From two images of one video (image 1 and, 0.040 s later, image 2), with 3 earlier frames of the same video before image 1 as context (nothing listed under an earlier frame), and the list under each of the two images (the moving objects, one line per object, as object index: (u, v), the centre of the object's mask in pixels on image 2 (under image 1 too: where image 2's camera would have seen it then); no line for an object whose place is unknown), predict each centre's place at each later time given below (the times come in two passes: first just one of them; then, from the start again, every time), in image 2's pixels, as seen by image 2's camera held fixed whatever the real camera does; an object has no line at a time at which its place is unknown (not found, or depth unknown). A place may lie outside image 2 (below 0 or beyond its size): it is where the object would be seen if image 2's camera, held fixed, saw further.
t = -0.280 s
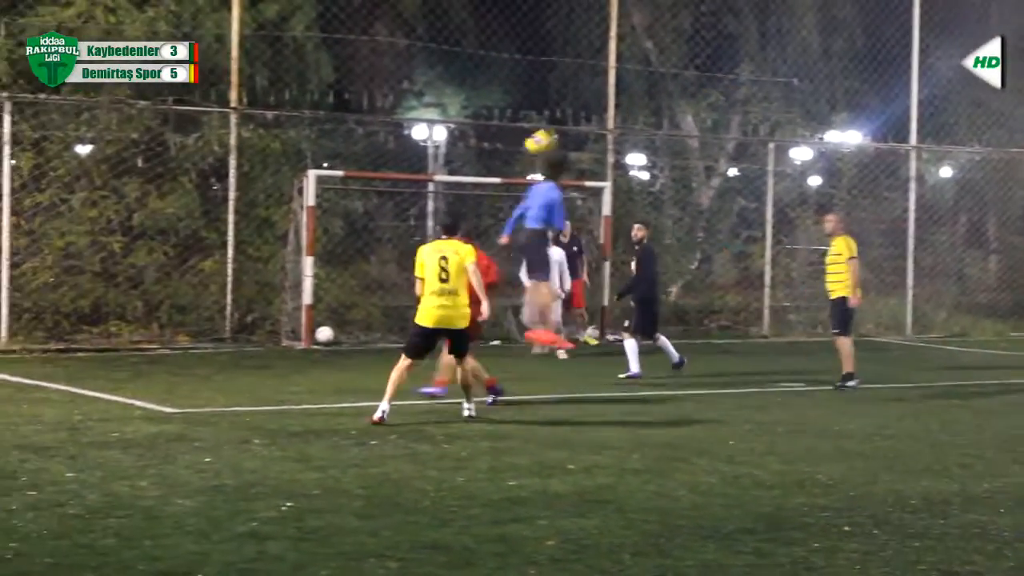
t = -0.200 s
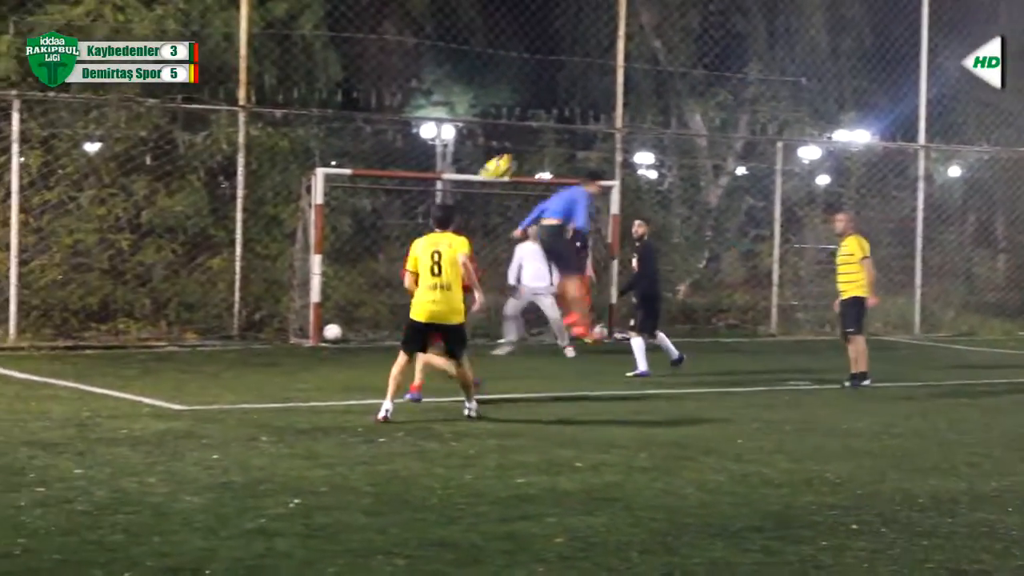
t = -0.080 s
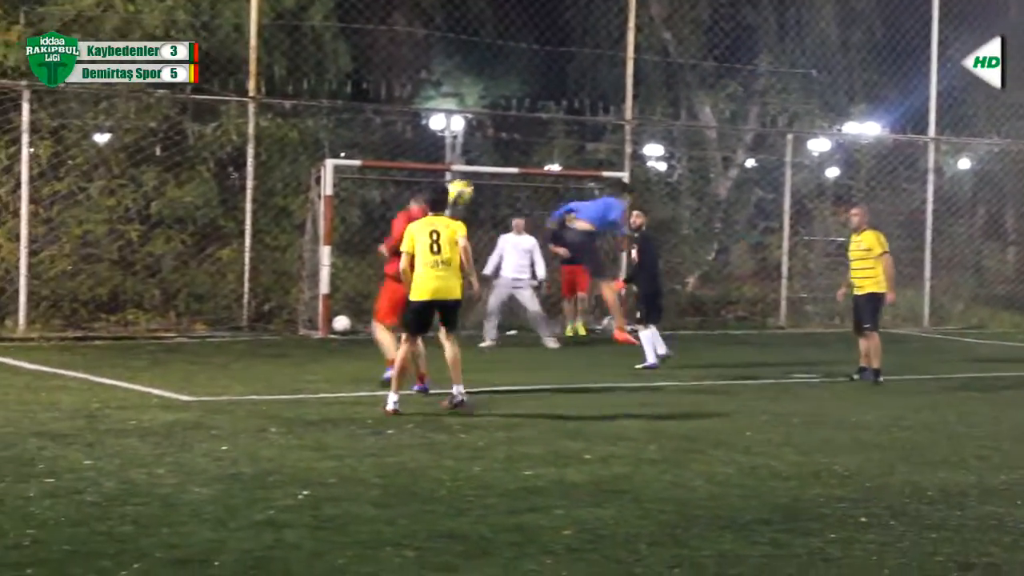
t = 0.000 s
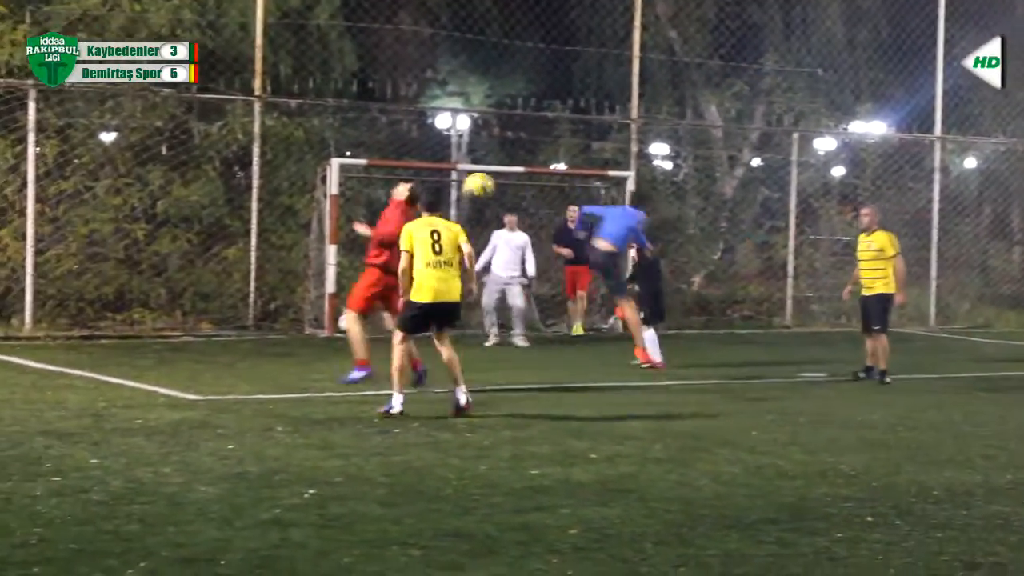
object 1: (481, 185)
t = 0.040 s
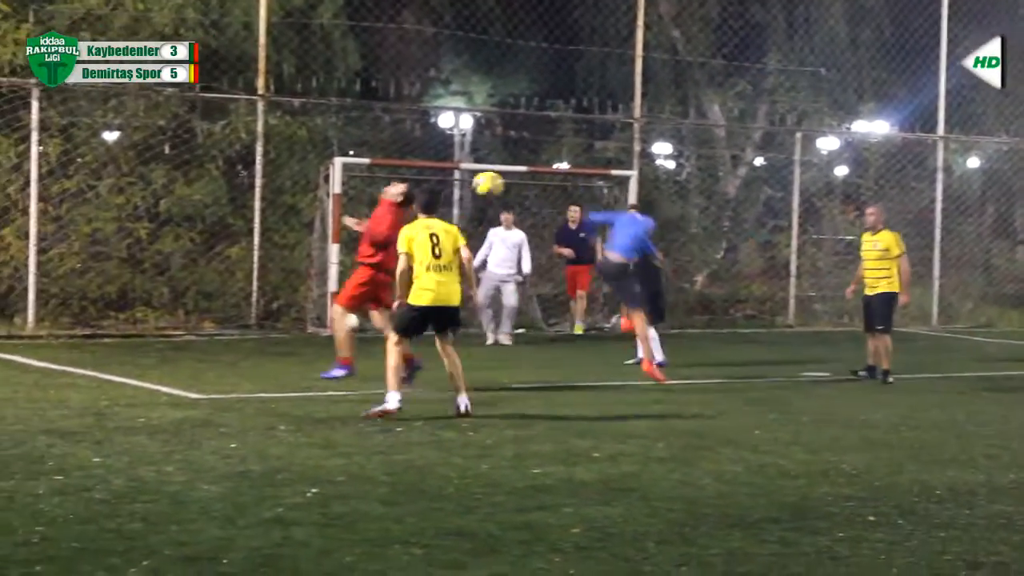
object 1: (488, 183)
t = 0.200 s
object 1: (522, 203)
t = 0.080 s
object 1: (496, 185)
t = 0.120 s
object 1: (505, 187)
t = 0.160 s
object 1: (514, 193)
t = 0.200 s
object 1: (522, 203)
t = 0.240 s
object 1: (531, 213)
